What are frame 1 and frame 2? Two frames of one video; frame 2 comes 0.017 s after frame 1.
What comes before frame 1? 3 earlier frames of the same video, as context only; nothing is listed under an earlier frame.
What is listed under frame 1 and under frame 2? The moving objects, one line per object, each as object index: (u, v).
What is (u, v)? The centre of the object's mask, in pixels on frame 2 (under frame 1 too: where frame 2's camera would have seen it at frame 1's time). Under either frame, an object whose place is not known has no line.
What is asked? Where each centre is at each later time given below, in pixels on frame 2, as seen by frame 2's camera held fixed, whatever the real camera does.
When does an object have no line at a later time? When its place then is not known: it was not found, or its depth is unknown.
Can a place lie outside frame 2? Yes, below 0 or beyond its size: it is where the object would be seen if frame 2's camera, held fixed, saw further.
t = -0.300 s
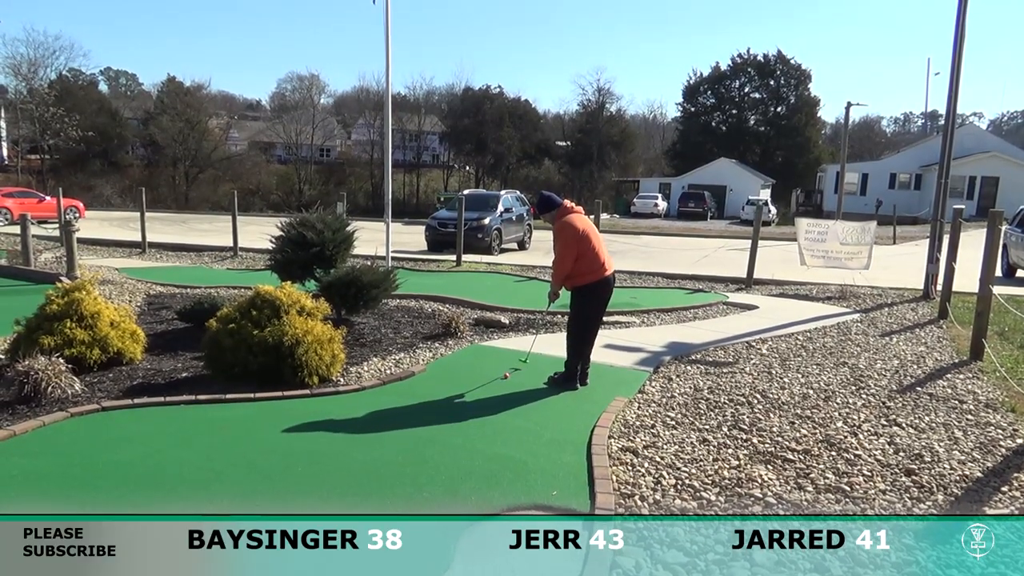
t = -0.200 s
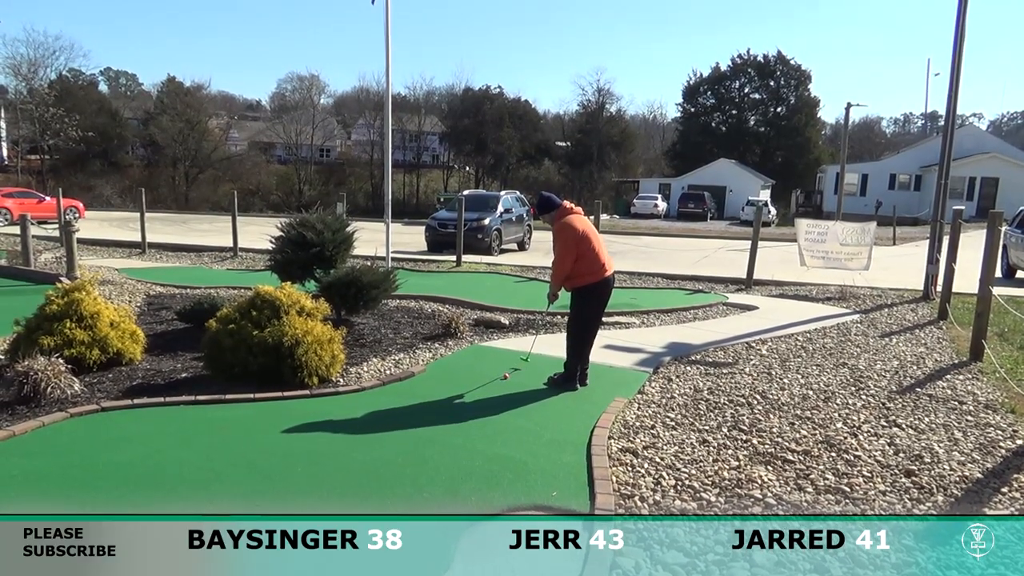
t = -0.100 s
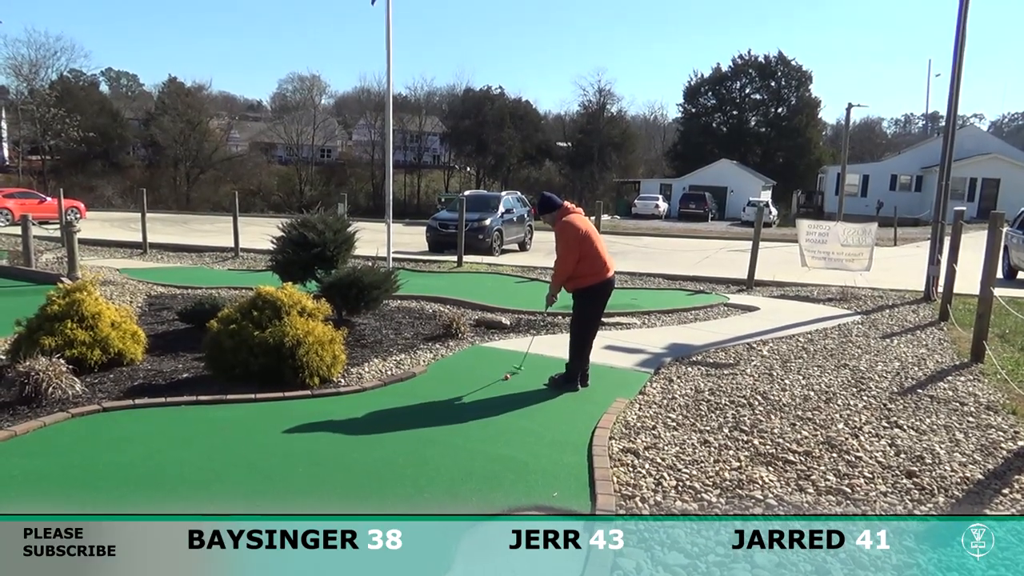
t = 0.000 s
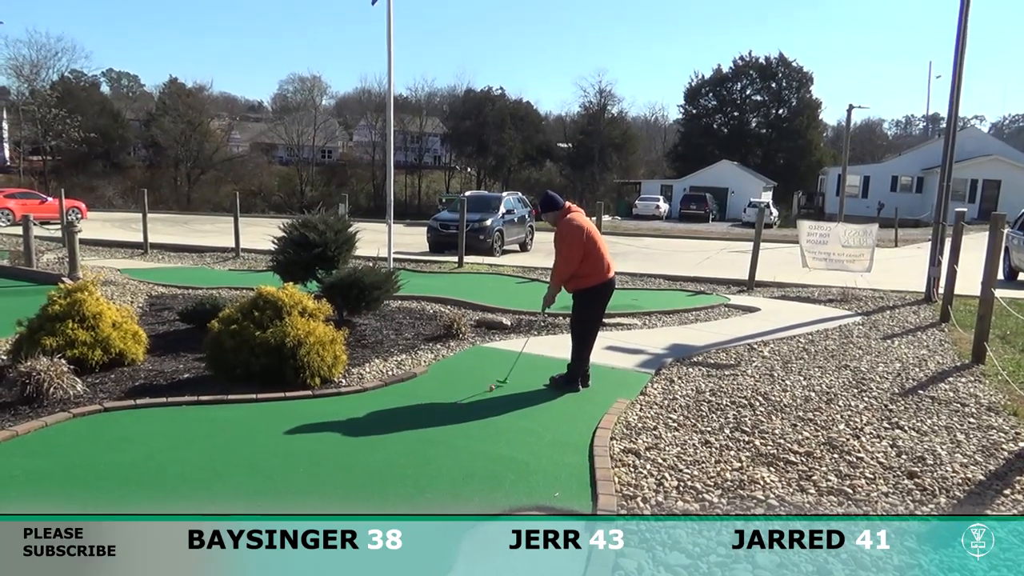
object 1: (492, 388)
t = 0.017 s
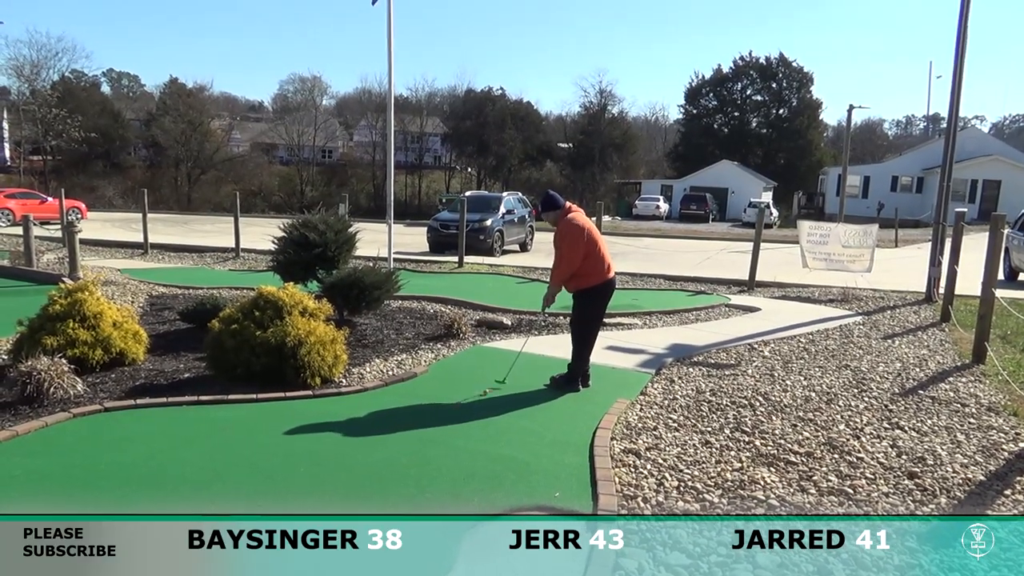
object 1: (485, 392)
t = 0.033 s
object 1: (479, 395)
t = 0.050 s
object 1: (472, 400)
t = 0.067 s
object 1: (466, 404)
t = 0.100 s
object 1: (453, 413)
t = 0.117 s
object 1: (443, 417)
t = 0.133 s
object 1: (437, 420)
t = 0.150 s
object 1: (429, 425)
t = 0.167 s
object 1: (421, 430)
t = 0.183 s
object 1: (413, 435)
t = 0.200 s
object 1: (404, 442)
